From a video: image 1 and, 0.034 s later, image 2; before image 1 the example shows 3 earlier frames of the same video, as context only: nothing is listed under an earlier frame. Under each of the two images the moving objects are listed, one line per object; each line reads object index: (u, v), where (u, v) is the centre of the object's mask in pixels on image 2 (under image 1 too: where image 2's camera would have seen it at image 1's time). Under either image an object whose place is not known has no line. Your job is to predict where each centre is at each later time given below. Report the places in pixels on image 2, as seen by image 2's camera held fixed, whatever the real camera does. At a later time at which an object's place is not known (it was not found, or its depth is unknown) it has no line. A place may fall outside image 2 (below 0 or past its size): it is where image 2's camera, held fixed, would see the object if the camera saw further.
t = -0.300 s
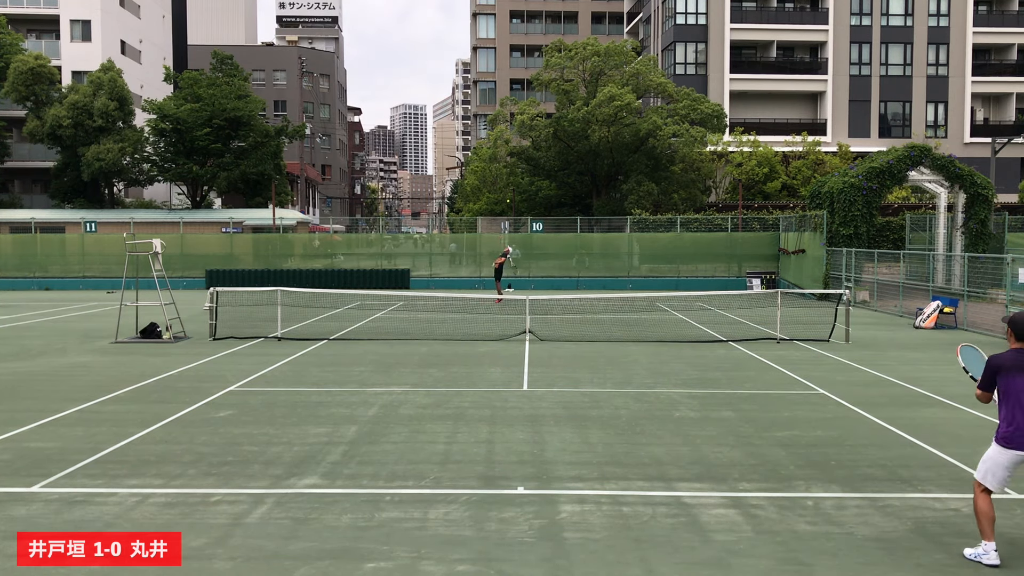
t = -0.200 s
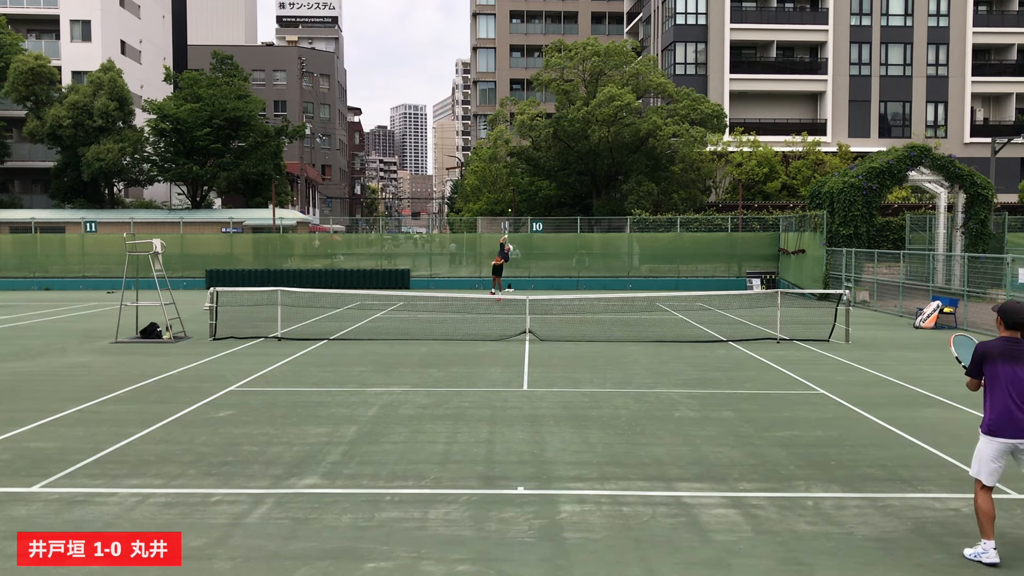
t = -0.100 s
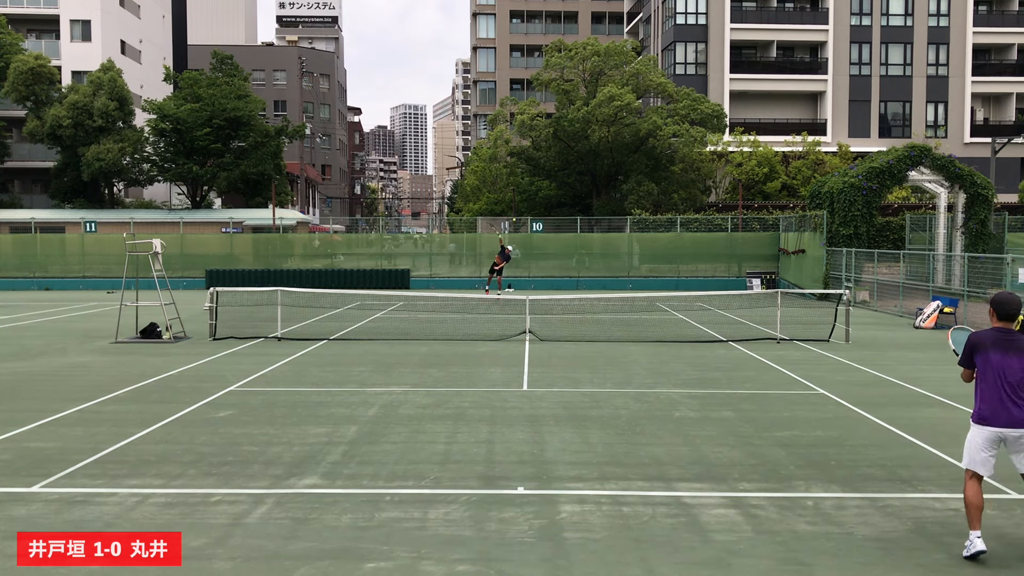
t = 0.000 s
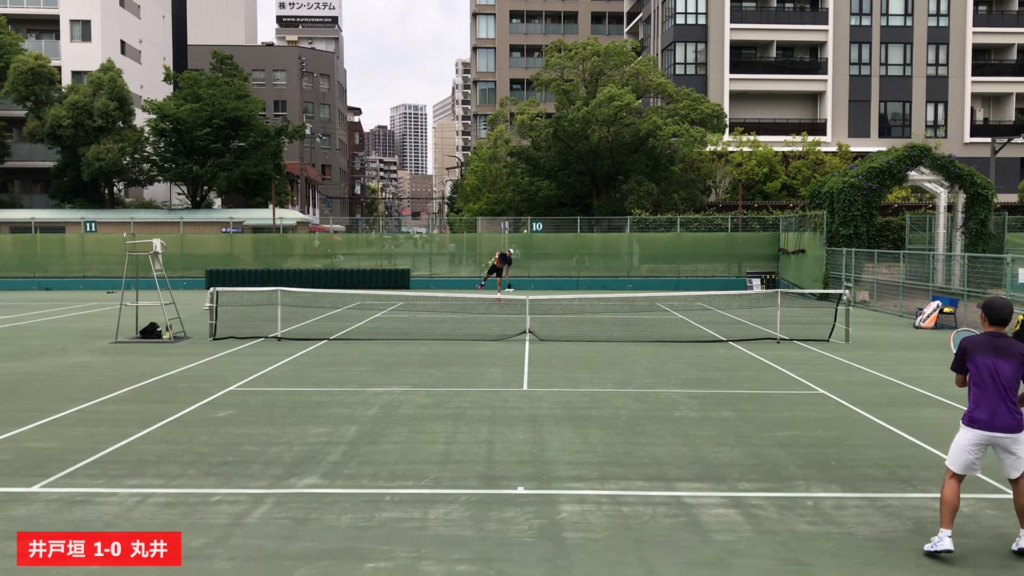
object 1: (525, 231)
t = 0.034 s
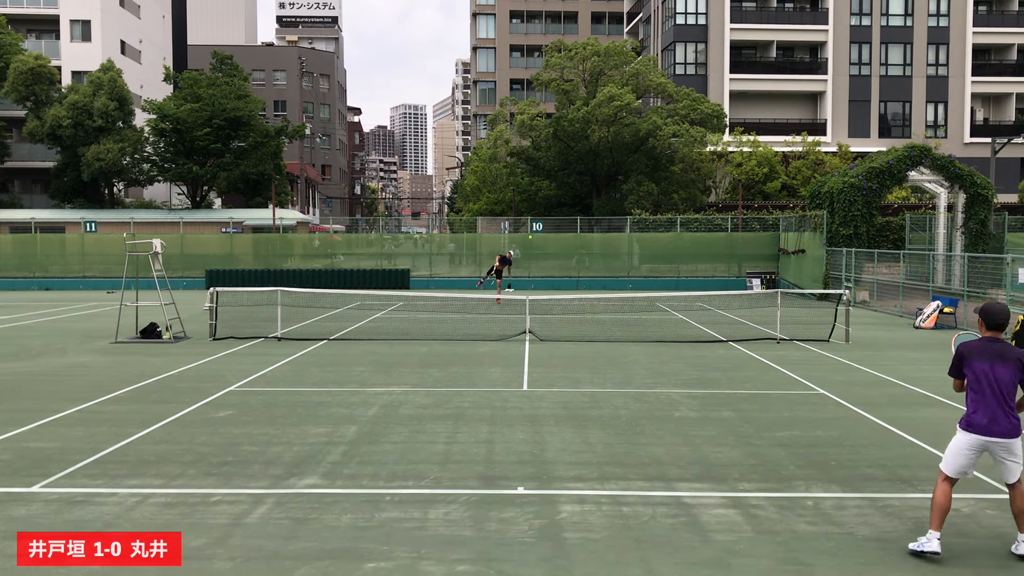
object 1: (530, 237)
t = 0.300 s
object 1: (597, 329)
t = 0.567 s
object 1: (696, 323)
